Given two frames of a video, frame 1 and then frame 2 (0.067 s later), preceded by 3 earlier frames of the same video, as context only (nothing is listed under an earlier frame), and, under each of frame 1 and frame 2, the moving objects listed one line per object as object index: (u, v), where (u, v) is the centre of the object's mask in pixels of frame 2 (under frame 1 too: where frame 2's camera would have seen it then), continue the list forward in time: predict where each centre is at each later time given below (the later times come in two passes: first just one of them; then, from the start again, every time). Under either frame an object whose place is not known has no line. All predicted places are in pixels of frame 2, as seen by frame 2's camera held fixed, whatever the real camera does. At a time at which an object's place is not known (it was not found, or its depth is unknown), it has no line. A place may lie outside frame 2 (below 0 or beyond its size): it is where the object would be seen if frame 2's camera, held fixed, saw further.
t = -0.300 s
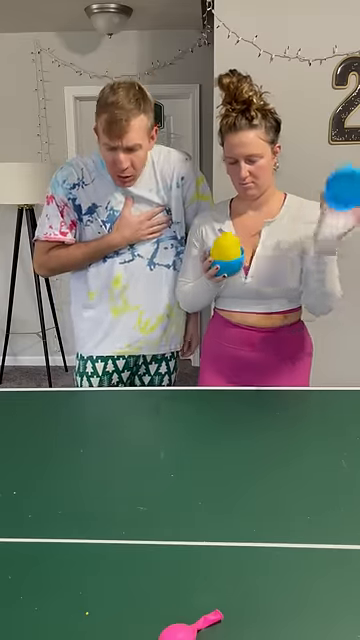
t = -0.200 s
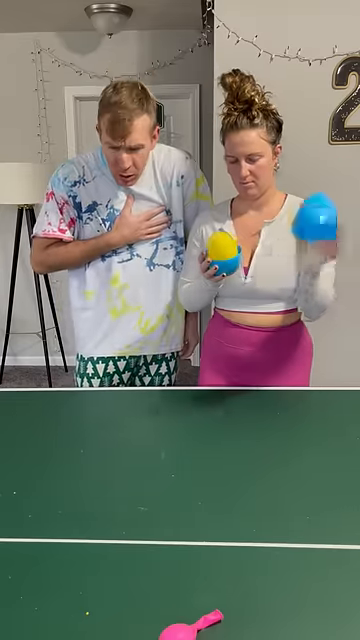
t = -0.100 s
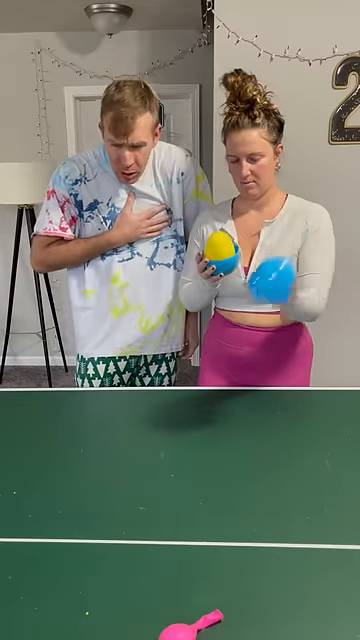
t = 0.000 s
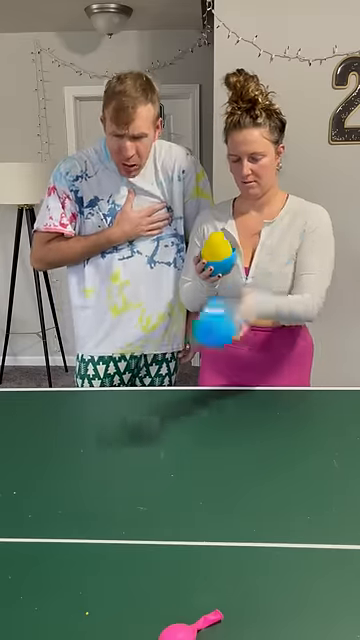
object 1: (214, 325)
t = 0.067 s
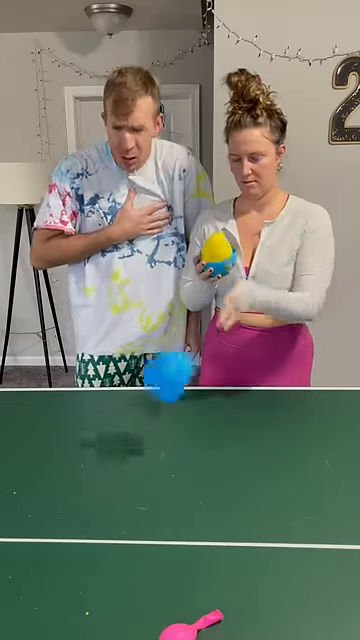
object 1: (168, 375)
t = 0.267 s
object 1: (68, 435)
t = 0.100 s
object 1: (154, 399)
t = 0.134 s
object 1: (134, 431)
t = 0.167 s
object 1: (121, 441)
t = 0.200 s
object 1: (102, 435)
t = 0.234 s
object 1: (85, 435)
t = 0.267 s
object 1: (68, 435)
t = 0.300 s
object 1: (48, 440)
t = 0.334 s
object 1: (27, 438)
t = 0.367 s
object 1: (15, 438)
